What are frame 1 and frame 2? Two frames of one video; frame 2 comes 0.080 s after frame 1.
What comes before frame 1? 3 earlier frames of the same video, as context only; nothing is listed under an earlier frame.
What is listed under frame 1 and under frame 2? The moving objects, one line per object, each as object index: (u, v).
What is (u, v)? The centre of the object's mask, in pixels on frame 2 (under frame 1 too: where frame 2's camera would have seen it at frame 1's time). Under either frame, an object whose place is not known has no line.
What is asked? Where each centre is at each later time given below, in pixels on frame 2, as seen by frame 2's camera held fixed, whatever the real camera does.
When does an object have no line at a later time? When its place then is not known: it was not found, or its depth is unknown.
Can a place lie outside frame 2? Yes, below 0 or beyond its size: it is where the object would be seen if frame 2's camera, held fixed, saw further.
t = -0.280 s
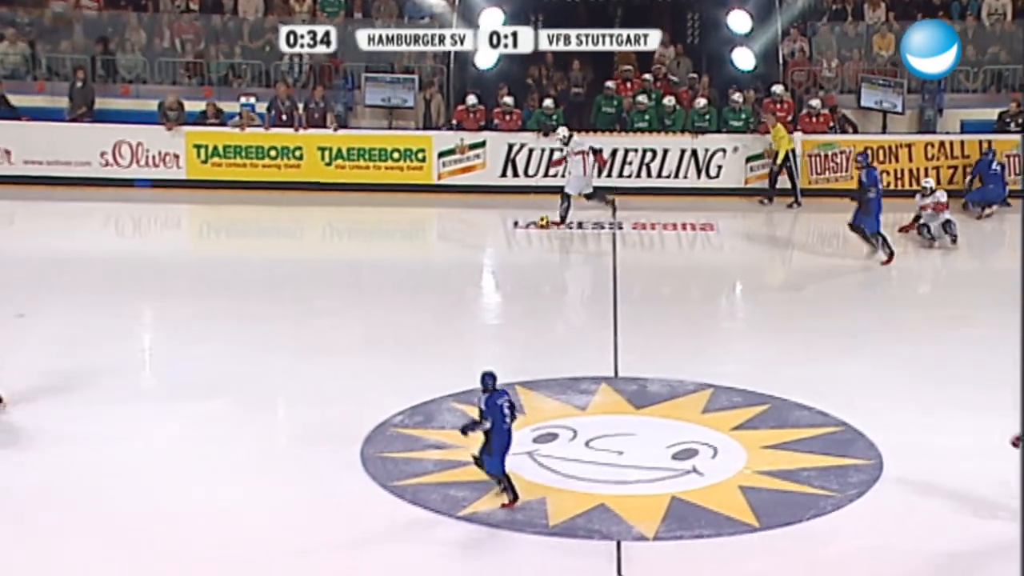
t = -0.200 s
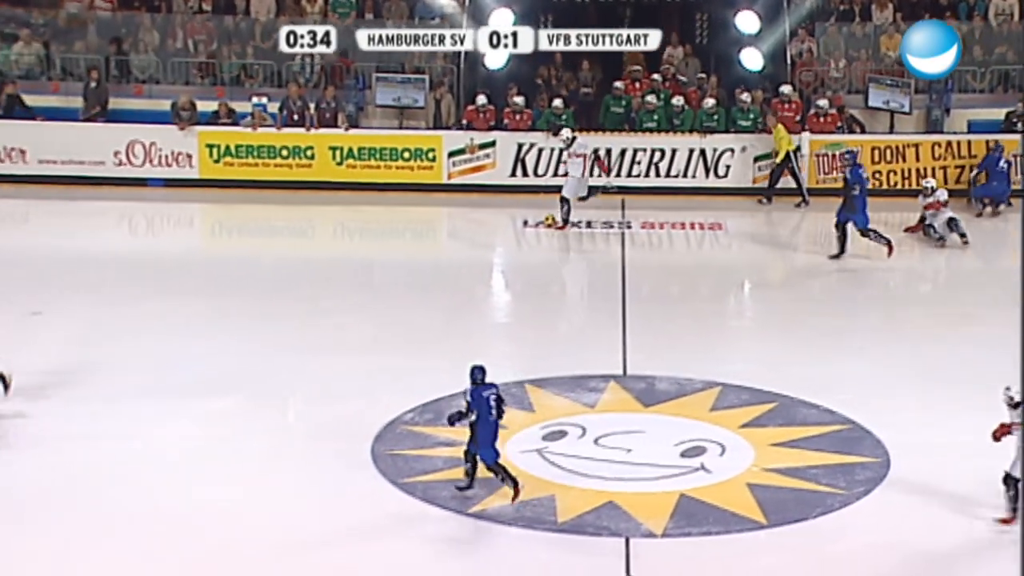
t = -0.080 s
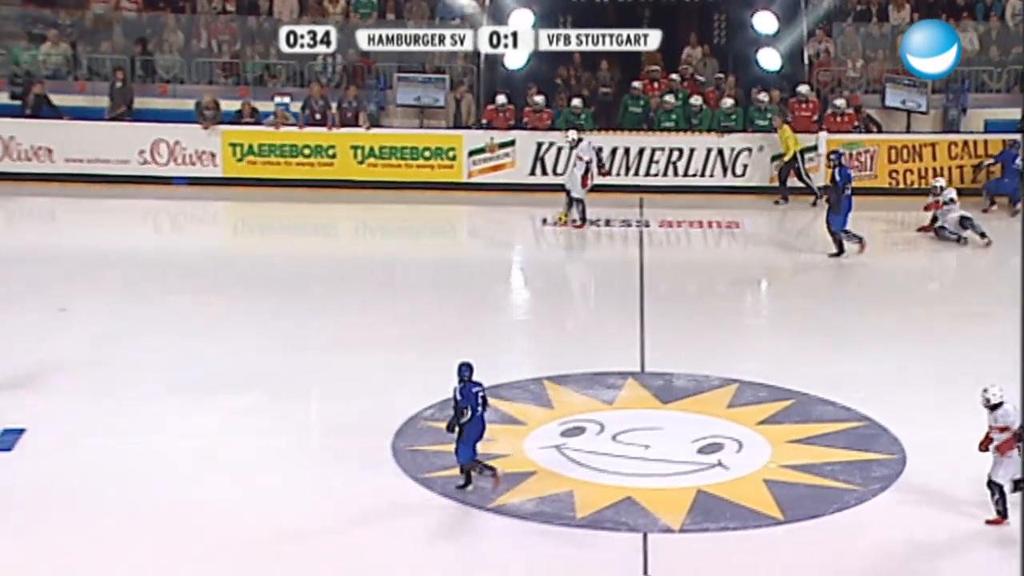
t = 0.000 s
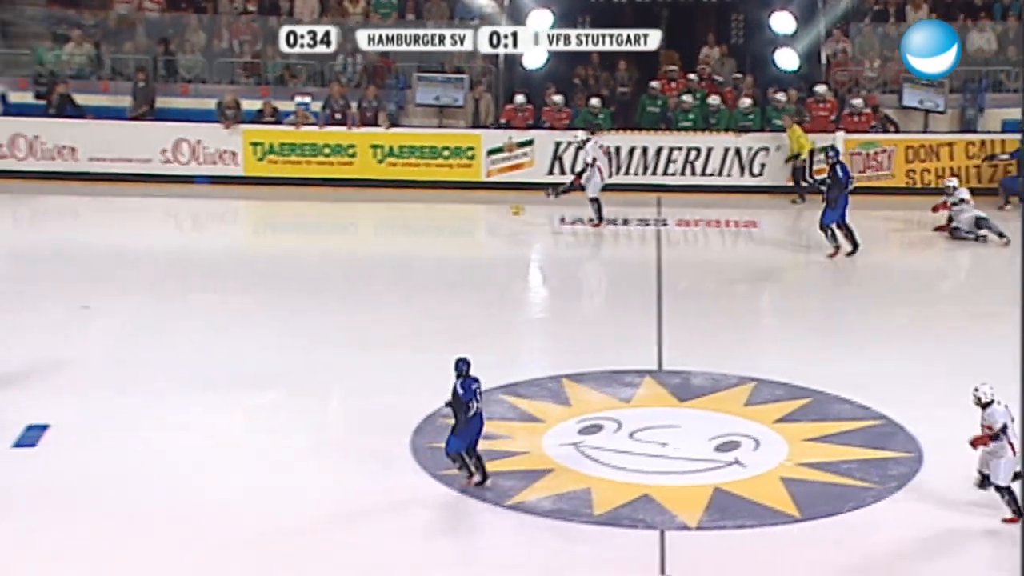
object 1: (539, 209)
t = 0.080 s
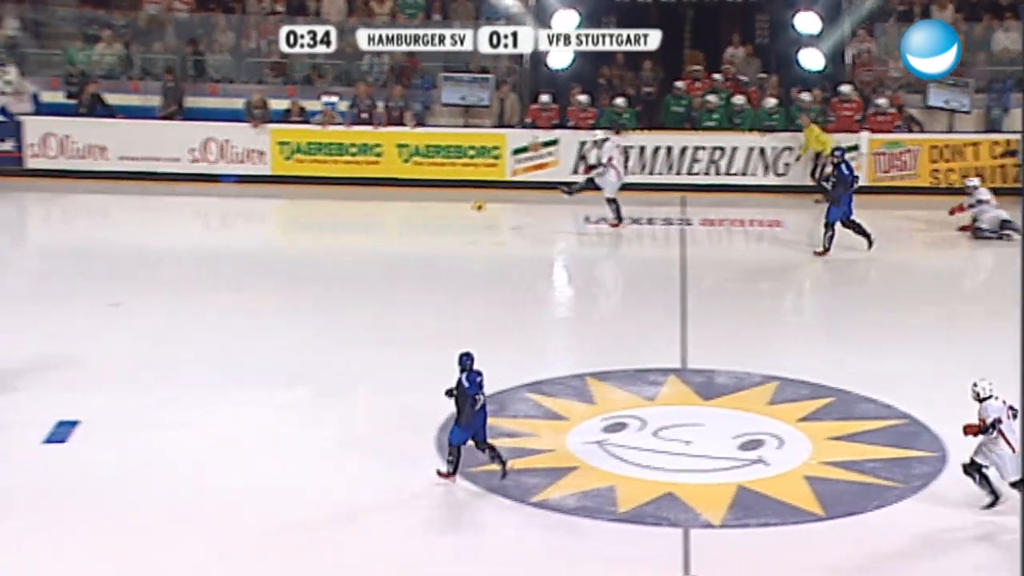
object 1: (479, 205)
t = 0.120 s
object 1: (449, 205)
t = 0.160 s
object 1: (420, 206)
